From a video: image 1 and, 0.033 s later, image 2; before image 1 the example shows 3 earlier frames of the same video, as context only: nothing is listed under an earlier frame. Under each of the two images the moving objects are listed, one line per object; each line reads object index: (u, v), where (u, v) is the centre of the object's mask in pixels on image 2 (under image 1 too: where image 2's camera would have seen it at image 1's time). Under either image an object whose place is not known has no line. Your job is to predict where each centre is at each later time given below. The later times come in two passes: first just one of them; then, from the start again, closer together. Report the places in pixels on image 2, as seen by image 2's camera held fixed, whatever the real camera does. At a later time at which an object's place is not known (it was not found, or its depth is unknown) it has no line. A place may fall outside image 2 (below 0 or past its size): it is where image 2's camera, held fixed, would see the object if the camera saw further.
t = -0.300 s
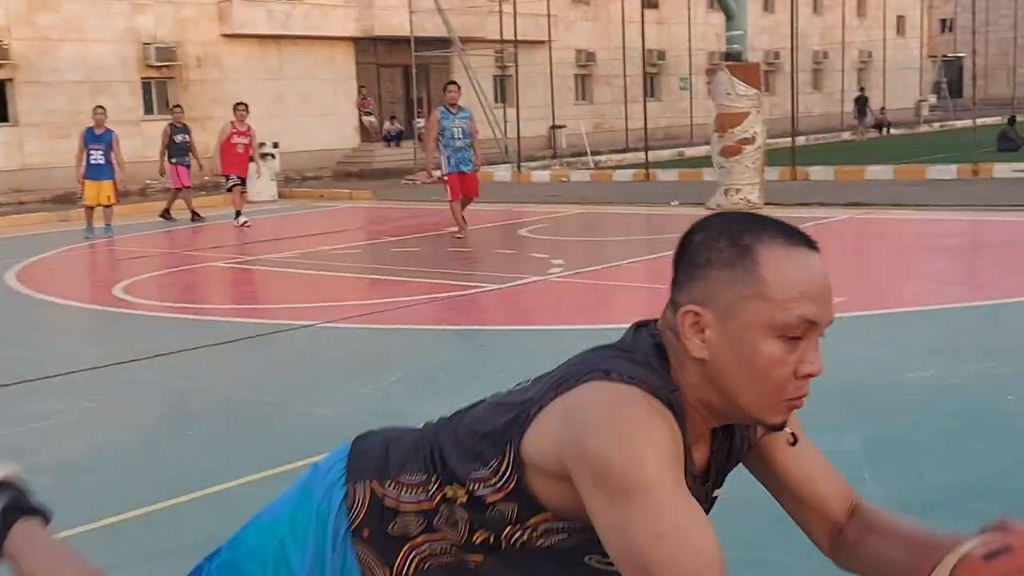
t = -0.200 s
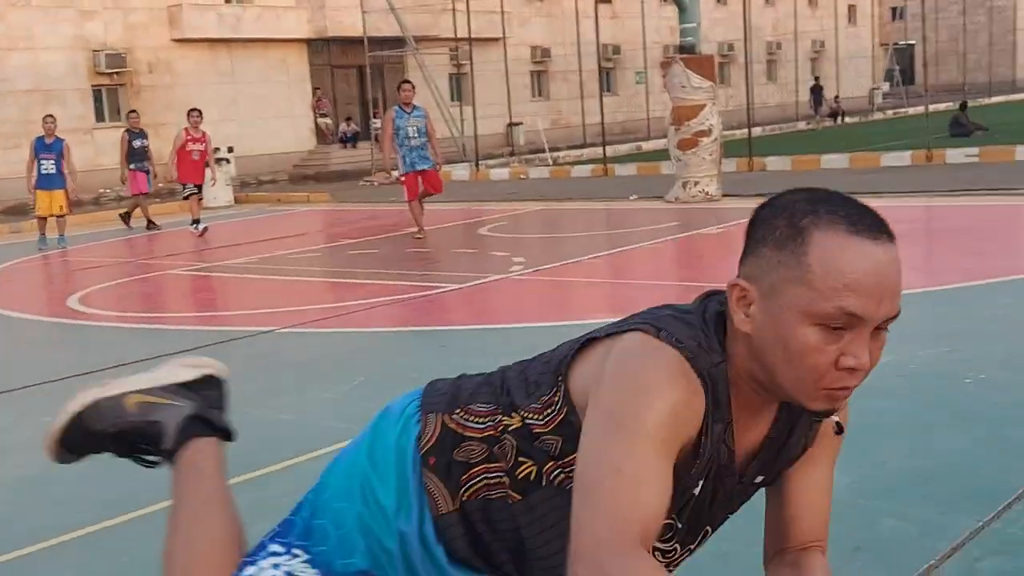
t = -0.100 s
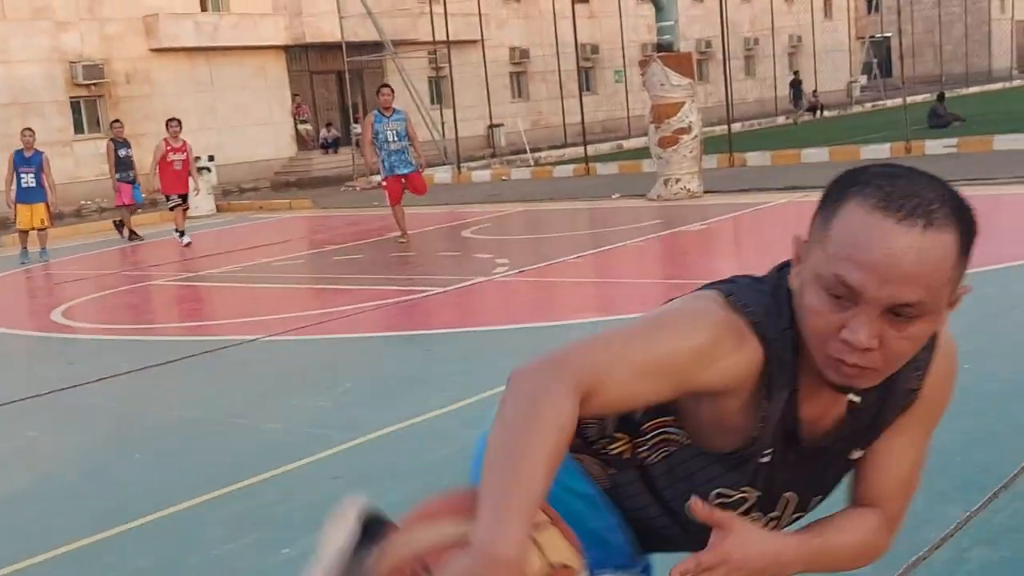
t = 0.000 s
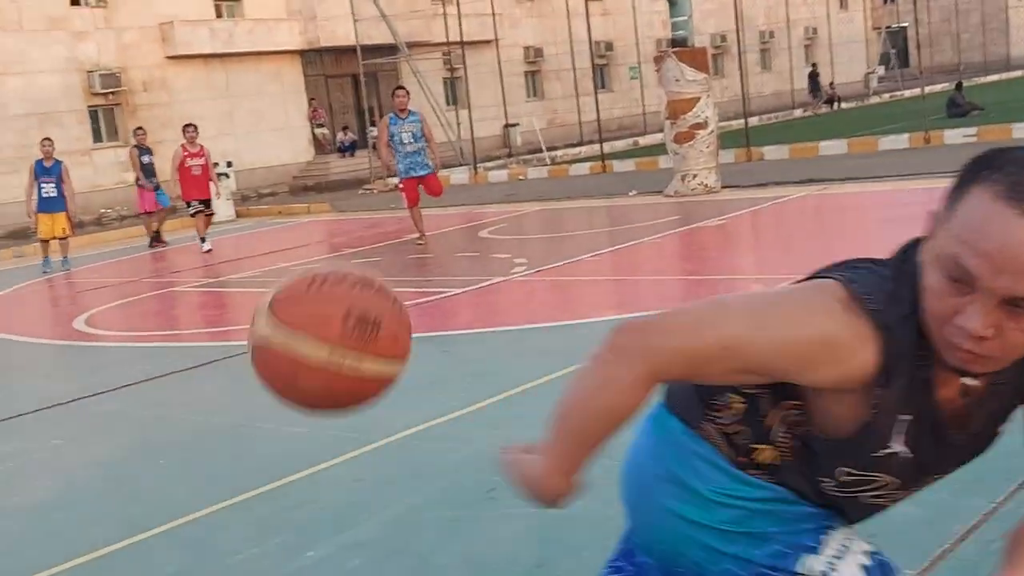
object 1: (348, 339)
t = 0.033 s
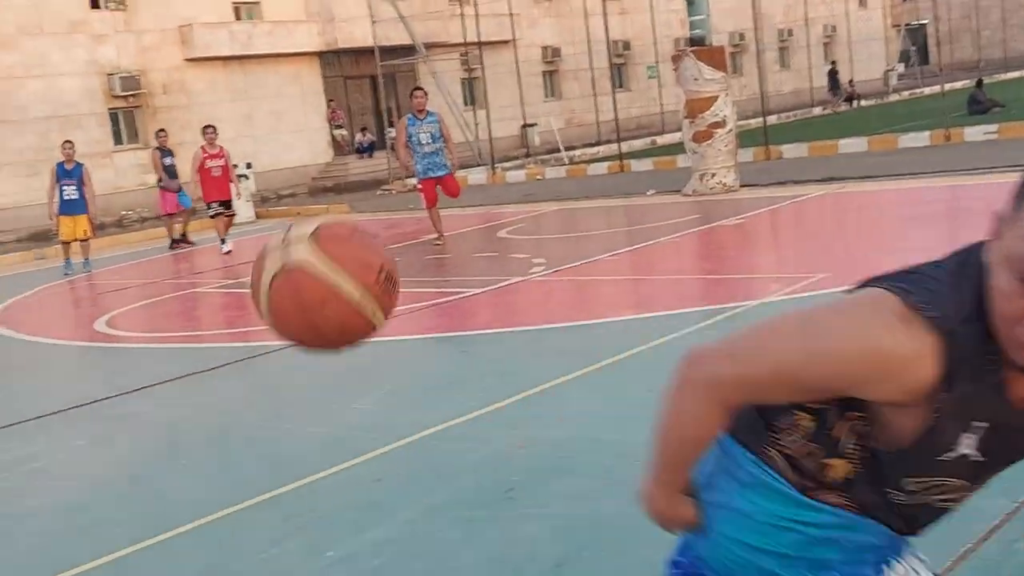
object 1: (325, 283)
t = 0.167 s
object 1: (272, 175)
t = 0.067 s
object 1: (306, 240)
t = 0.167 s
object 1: (272, 175)
